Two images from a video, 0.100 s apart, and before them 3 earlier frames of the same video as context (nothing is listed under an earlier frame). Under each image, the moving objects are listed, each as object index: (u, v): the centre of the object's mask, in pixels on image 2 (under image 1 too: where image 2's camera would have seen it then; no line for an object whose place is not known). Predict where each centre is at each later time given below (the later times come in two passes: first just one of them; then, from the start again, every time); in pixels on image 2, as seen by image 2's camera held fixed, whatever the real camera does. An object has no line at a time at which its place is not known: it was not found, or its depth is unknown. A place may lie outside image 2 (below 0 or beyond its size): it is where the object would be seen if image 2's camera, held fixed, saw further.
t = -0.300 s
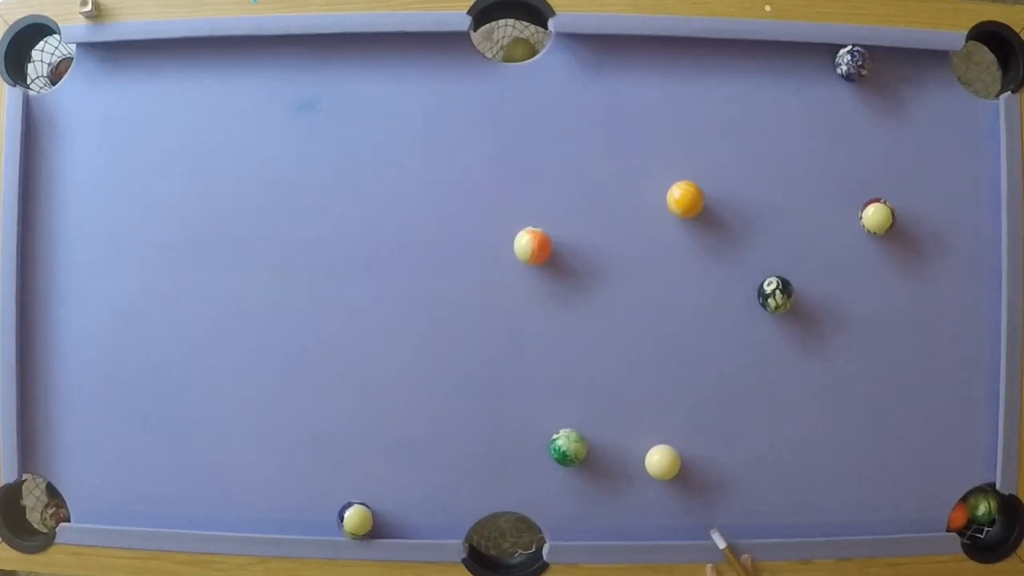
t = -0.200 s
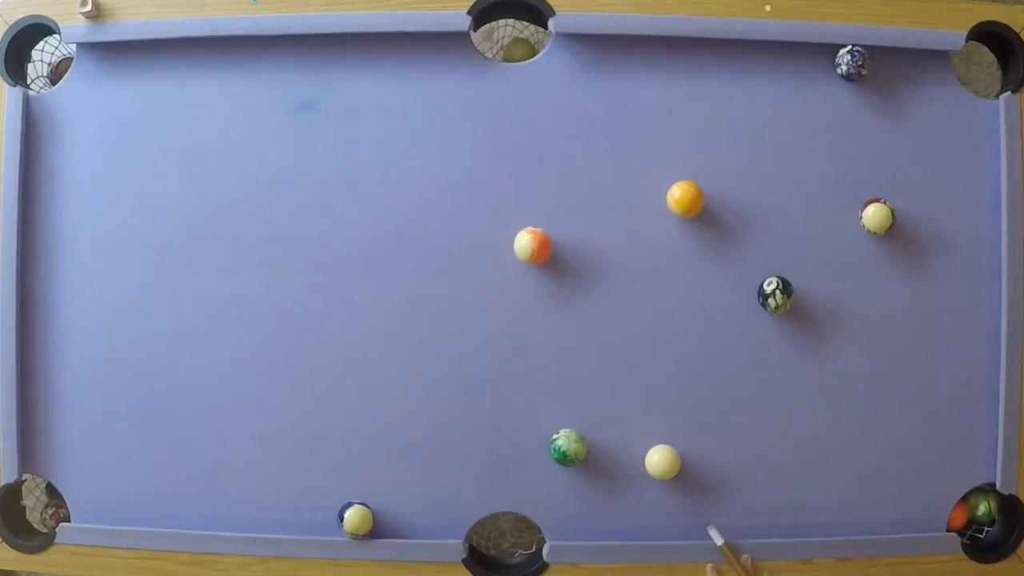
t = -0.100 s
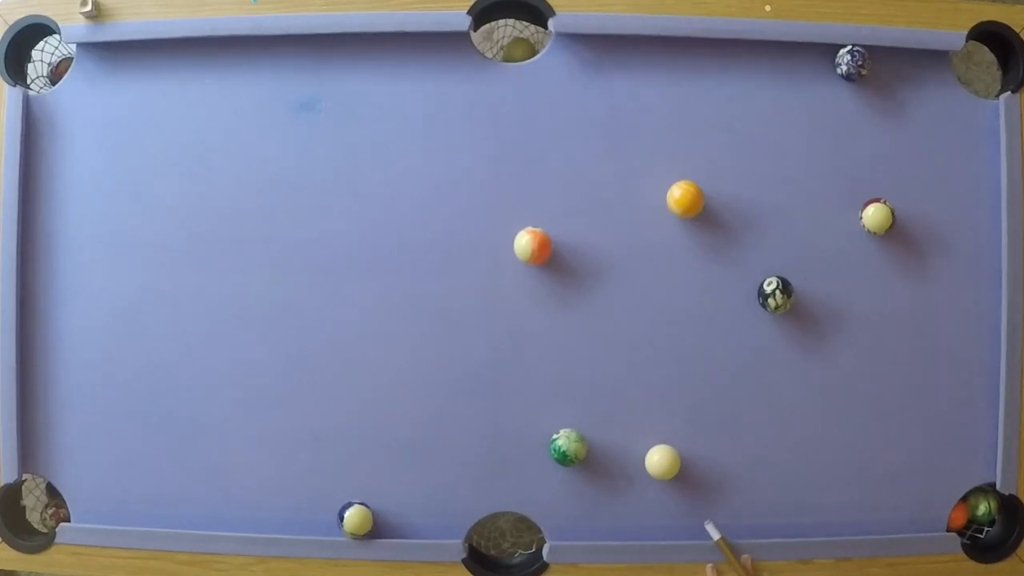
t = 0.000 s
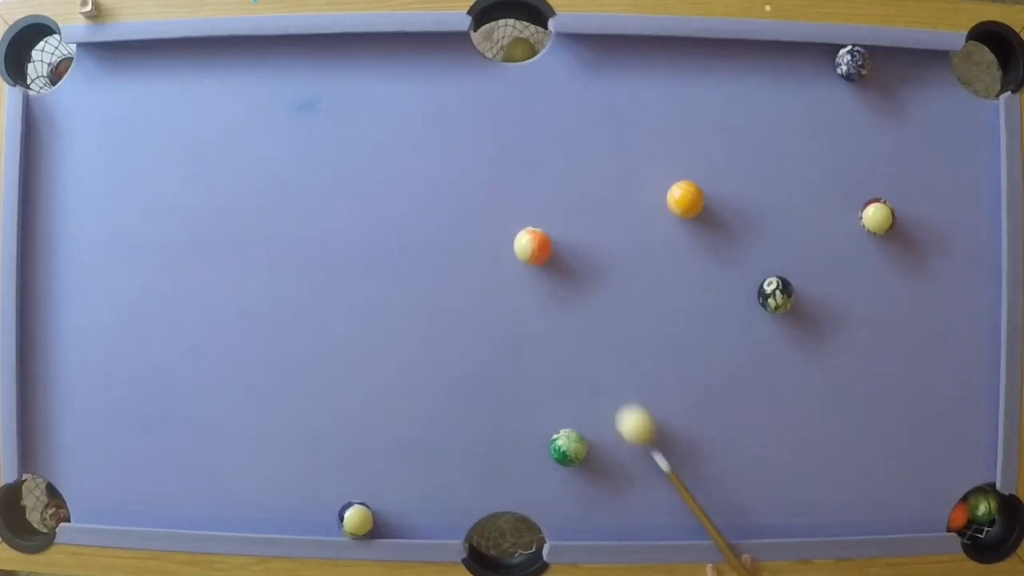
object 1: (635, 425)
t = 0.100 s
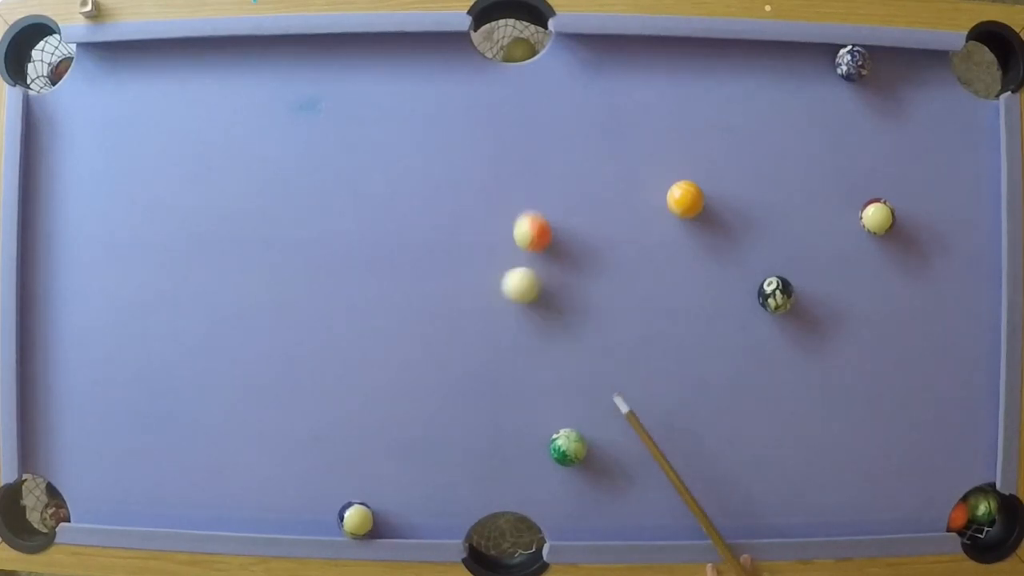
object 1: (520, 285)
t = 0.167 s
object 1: (453, 288)
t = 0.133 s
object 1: (486, 288)
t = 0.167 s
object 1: (453, 288)
